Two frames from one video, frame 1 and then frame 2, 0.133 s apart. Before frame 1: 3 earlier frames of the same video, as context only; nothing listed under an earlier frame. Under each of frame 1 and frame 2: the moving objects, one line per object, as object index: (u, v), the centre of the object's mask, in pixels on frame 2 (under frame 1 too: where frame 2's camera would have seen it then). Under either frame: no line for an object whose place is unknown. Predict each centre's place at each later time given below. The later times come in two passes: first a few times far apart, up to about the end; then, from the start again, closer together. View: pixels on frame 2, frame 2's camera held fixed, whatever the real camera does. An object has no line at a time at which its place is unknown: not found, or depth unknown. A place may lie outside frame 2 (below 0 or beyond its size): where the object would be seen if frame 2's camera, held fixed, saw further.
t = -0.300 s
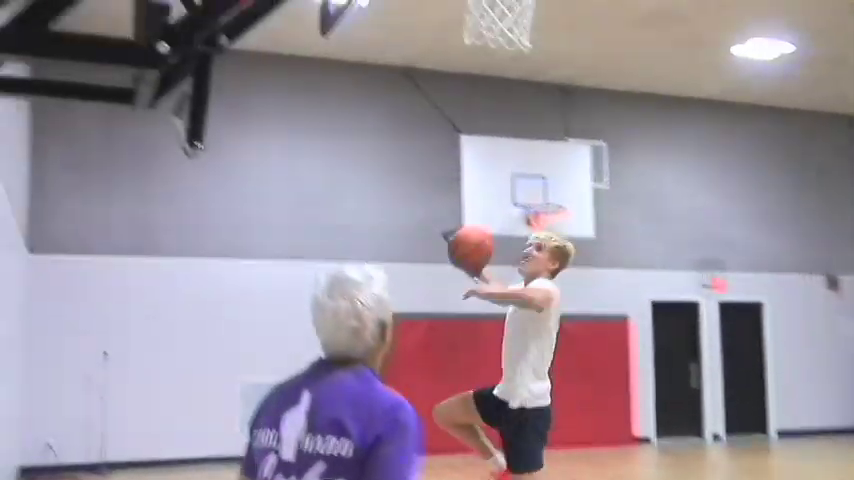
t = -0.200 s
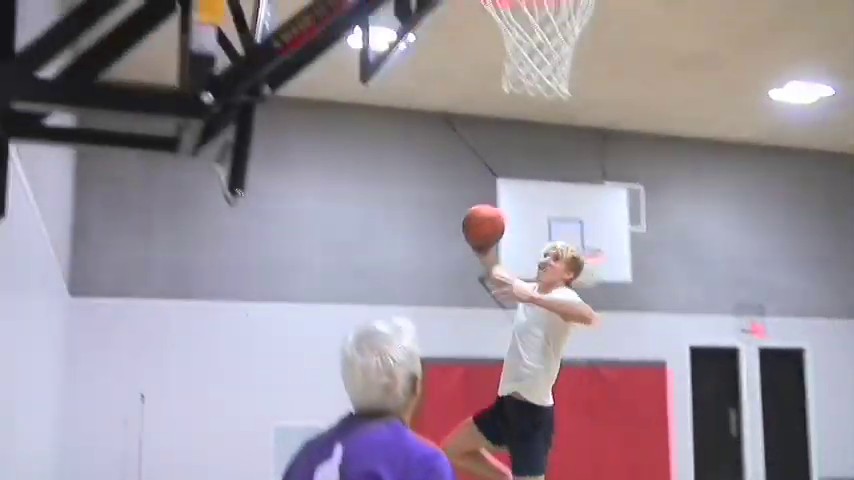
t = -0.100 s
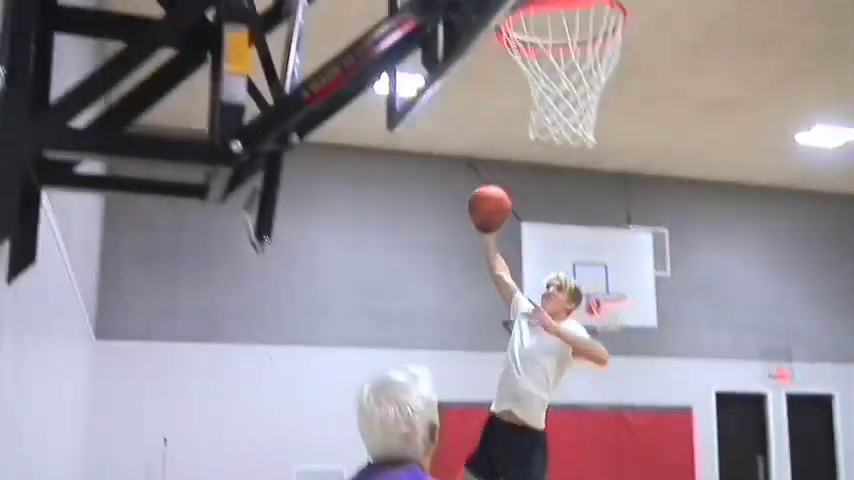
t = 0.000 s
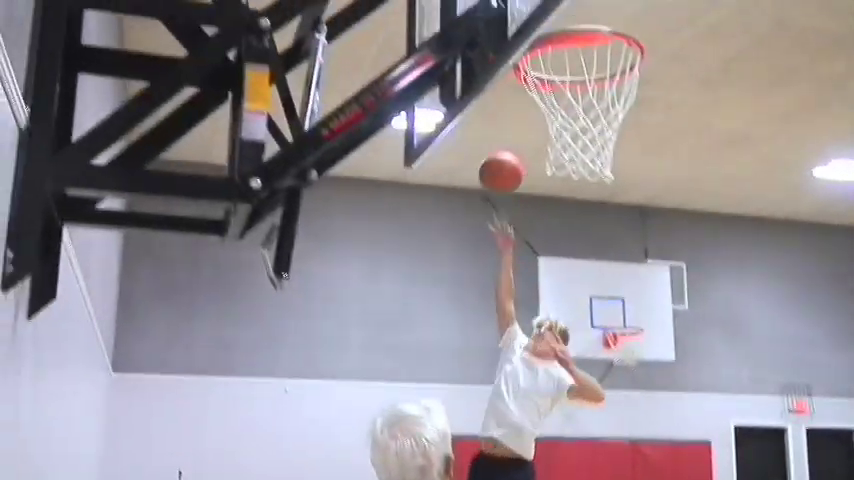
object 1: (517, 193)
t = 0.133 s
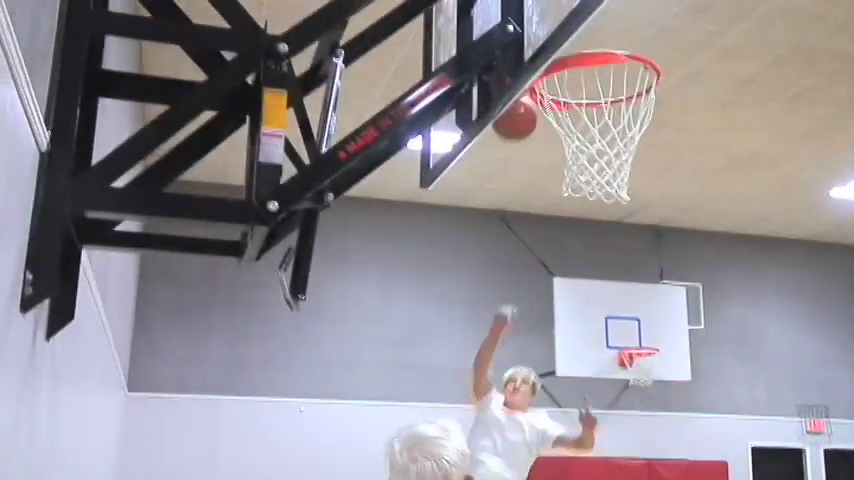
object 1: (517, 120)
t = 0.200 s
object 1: (522, 103)
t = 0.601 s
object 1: (567, 80)
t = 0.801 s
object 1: (646, 137)
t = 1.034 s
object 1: (607, 193)
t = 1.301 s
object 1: (538, 351)
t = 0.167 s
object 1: (520, 110)
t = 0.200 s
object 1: (522, 103)
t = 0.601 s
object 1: (567, 80)
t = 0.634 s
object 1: (582, 69)
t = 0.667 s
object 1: (596, 77)
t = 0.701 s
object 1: (617, 91)
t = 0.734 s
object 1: (628, 102)
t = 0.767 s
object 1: (640, 121)
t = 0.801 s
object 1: (646, 137)
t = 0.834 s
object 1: (647, 150)
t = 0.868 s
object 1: (647, 158)
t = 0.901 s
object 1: (644, 166)
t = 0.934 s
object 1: (636, 171)
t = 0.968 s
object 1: (629, 176)
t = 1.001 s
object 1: (620, 184)
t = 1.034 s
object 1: (607, 193)
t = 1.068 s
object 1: (600, 204)
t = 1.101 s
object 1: (591, 218)
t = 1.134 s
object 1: (582, 232)
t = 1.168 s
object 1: (574, 247)
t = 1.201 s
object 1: (566, 267)
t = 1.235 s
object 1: (556, 292)
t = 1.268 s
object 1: (546, 321)
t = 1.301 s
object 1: (538, 351)
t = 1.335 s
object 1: (528, 387)
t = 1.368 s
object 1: (520, 422)
